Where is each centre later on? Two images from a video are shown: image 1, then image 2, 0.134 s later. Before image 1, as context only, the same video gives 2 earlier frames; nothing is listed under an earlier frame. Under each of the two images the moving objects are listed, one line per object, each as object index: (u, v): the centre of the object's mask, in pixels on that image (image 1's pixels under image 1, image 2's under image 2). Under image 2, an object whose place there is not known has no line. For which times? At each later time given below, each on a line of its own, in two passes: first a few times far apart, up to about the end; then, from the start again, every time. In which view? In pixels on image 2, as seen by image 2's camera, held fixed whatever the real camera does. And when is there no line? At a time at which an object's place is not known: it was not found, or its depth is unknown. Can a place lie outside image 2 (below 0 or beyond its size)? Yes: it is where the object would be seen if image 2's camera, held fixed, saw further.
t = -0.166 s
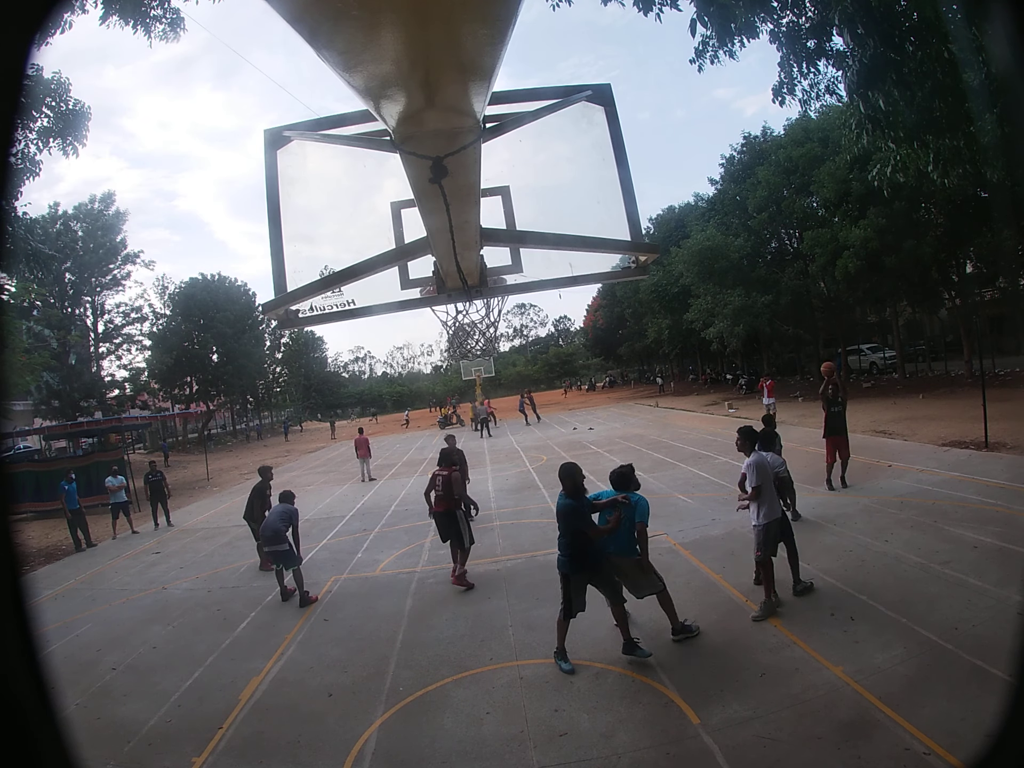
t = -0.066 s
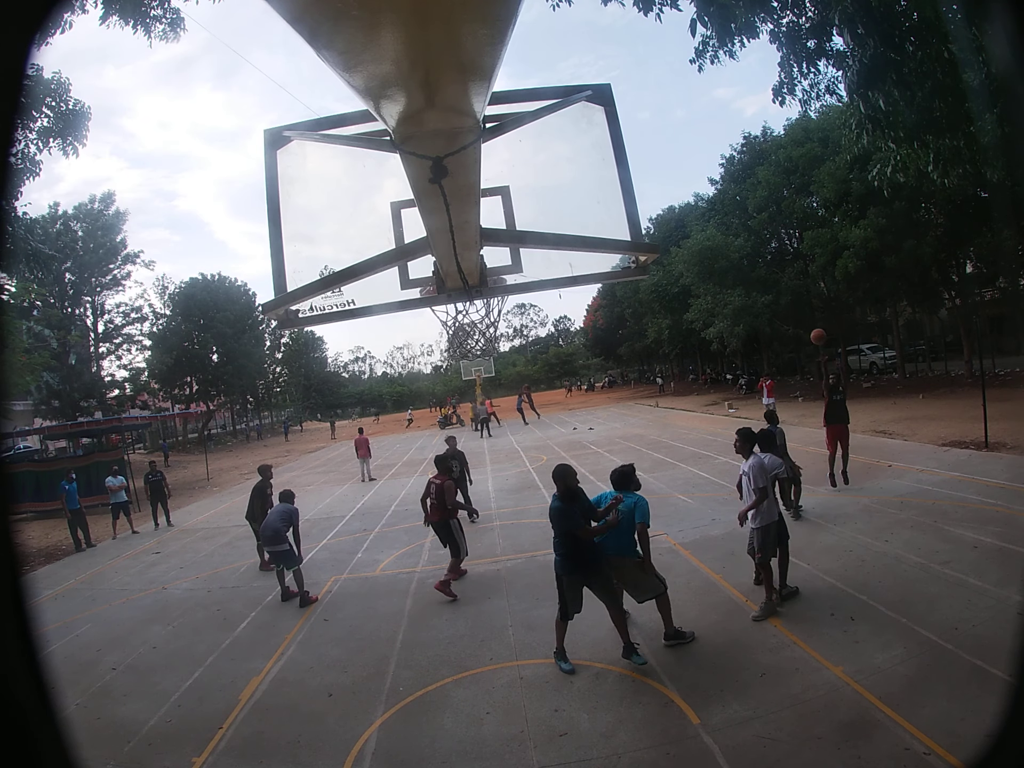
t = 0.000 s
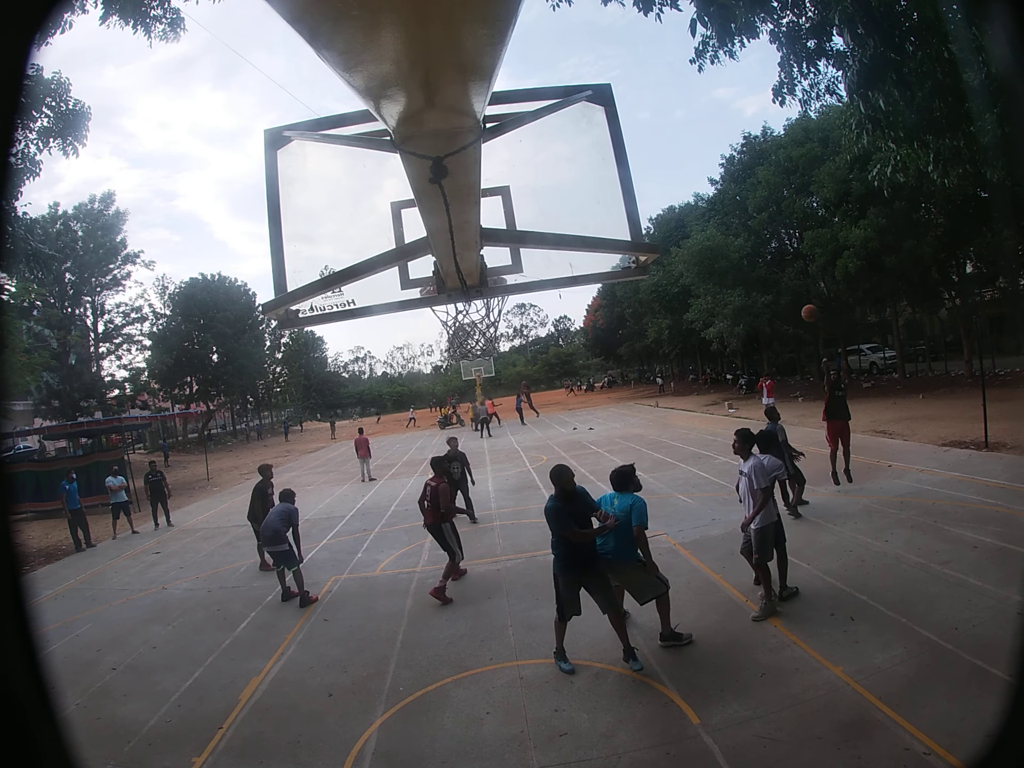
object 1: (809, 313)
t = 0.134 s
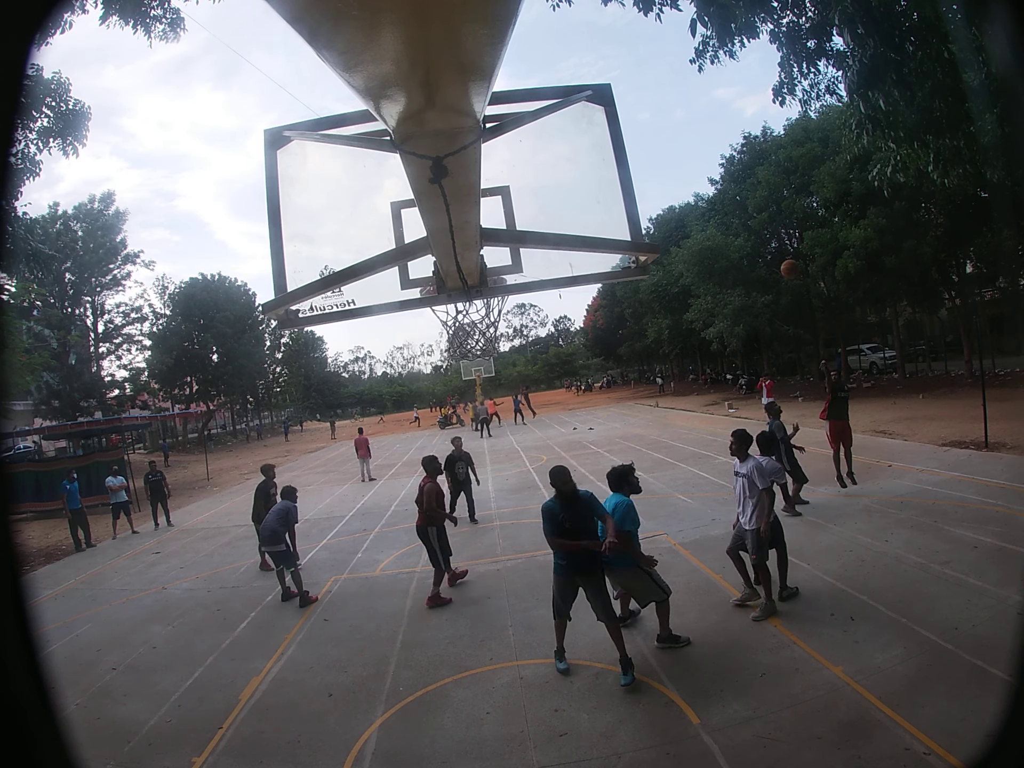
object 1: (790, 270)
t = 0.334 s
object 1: (754, 212)
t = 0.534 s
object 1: (708, 174)
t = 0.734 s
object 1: (645, 167)
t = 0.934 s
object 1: (547, 225)
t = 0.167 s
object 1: (784, 259)
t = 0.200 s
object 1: (779, 249)
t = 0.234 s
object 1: (772, 239)
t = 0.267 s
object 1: (767, 230)
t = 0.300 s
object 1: (760, 220)
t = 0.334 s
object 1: (754, 212)
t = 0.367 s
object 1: (747, 204)
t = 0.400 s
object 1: (740, 197)
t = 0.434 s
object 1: (732, 190)
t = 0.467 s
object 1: (724, 183)
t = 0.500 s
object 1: (716, 179)
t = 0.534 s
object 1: (708, 174)
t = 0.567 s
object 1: (699, 170)
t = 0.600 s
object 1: (689, 167)
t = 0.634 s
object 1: (679, 165)
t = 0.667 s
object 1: (668, 165)
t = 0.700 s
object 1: (656, 165)
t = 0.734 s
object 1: (645, 167)
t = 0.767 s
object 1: (638, 170)
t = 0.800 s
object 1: (609, 178)
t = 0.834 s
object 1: (599, 185)
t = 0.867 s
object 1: (582, 196)
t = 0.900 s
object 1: (563, 211)
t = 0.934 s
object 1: (547, 225)
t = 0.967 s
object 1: (531, 263)
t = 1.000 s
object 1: (531, 271)
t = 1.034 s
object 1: (546, 291)
